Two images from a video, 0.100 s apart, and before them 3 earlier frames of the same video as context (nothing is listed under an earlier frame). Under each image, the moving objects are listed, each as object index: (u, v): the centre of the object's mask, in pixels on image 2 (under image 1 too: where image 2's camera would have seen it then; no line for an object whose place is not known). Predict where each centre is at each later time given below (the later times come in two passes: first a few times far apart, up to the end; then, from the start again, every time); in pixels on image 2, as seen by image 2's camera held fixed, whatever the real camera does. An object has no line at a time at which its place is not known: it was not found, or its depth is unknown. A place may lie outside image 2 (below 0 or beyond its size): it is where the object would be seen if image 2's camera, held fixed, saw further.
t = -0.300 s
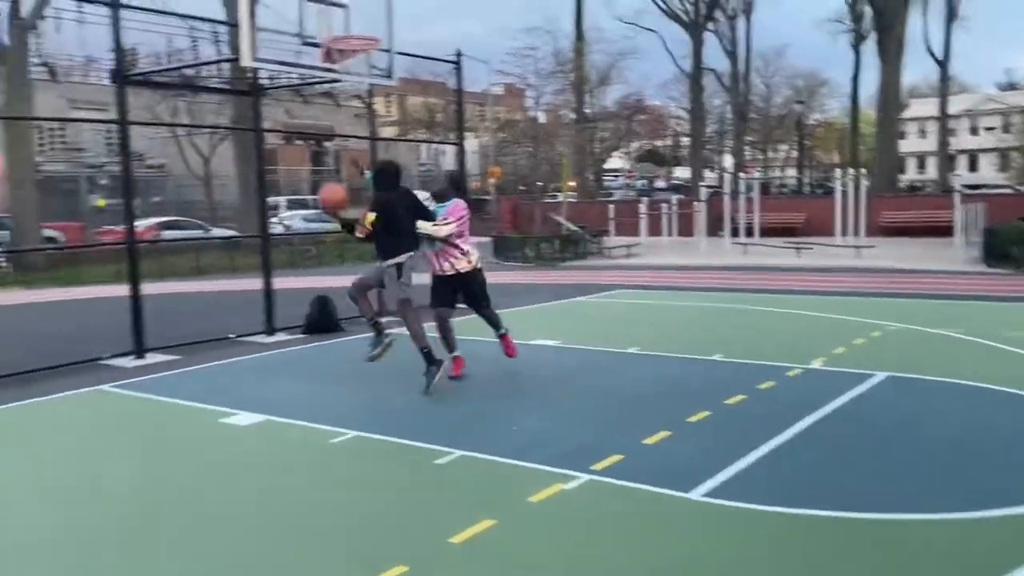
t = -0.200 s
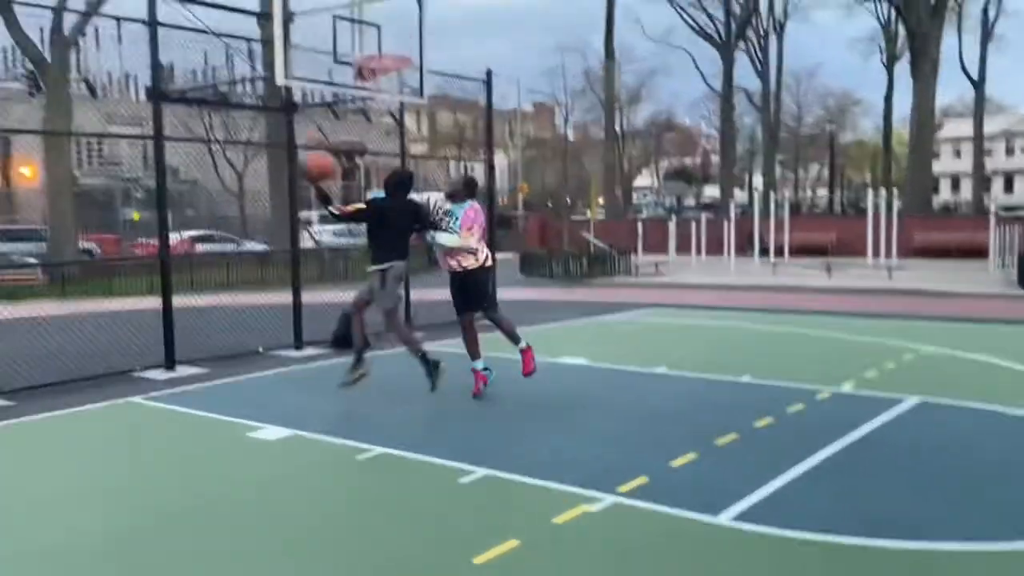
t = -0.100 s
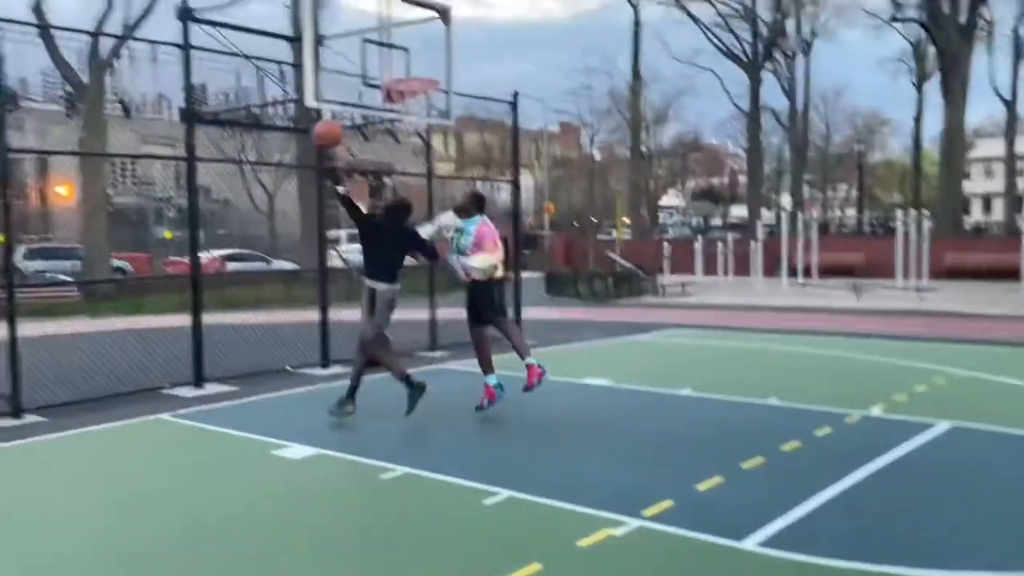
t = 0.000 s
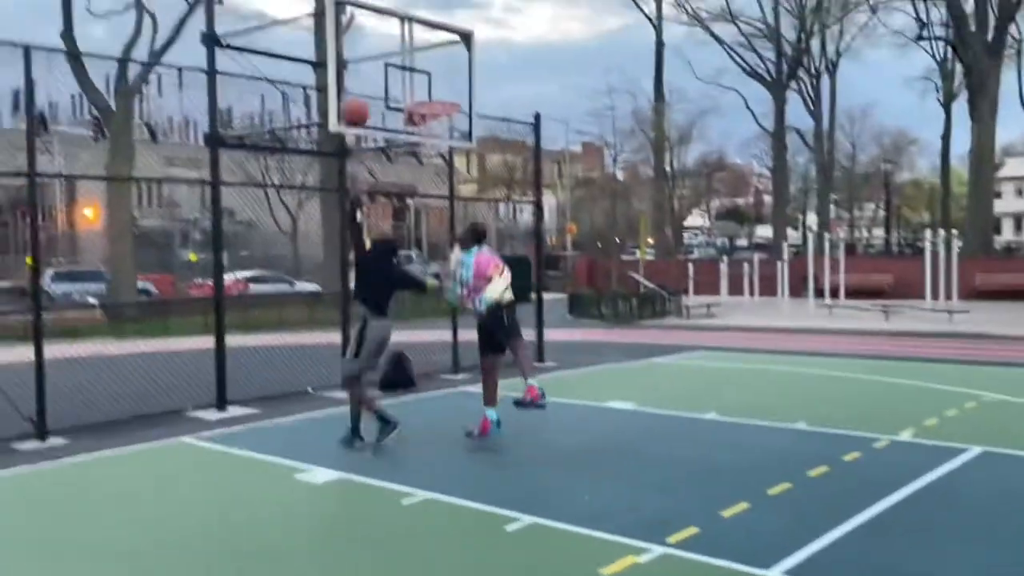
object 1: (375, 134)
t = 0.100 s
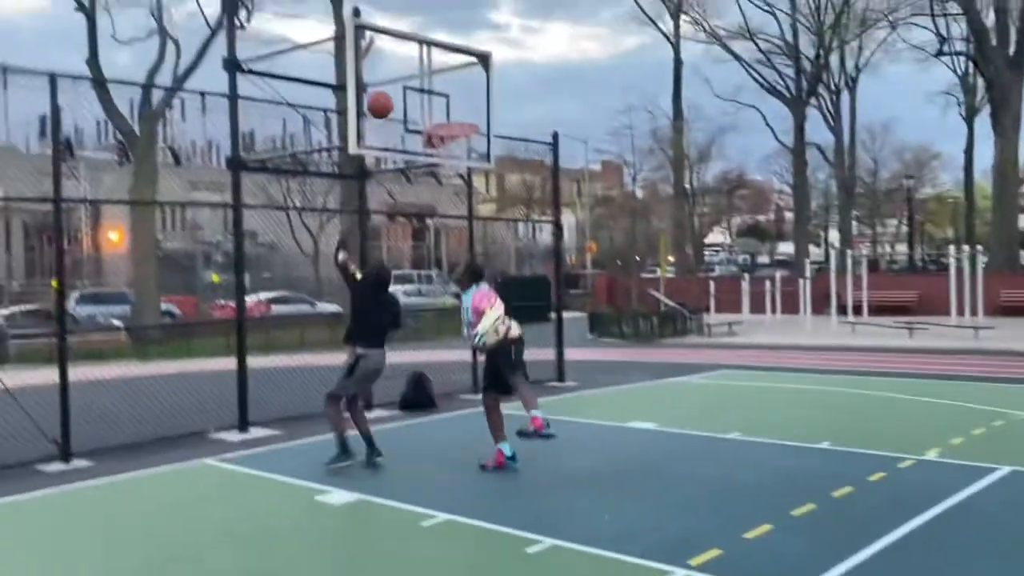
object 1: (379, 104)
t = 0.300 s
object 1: (390, 80)
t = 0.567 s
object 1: (430, 104)
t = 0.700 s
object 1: (454, 144)
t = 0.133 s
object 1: (381, 97)
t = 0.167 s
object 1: (384, 91)
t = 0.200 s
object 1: (385, 86)
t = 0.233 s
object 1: (386, 83)
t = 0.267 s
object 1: (388, 81)
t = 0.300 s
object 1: (390, 80)
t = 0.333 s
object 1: (391, 80)
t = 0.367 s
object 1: (396, 80)
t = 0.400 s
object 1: (402, 81)
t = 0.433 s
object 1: (409, 84)
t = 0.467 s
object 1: (414, 88)
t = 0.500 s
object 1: (420, 92)
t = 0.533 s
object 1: (426, 98)
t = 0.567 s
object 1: (430, 104)
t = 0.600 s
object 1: (436, 113)
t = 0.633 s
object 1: (443, 117)
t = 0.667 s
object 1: (453, 131)
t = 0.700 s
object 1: (454, 144)
